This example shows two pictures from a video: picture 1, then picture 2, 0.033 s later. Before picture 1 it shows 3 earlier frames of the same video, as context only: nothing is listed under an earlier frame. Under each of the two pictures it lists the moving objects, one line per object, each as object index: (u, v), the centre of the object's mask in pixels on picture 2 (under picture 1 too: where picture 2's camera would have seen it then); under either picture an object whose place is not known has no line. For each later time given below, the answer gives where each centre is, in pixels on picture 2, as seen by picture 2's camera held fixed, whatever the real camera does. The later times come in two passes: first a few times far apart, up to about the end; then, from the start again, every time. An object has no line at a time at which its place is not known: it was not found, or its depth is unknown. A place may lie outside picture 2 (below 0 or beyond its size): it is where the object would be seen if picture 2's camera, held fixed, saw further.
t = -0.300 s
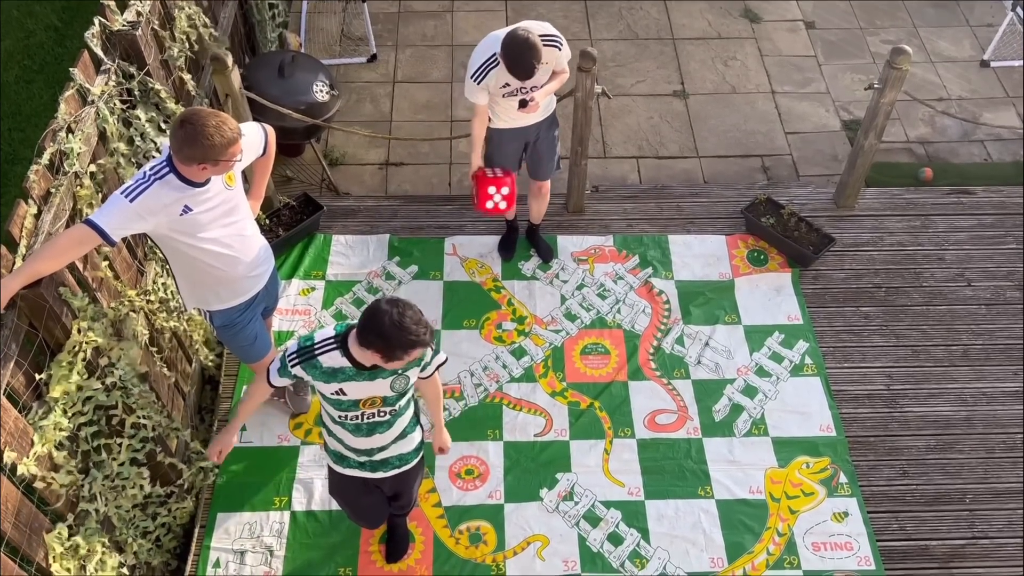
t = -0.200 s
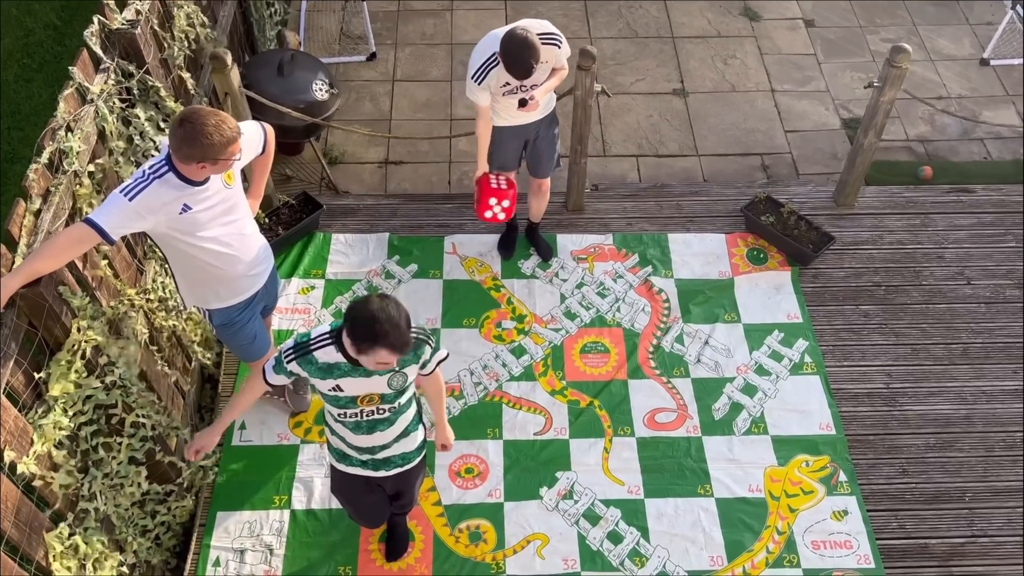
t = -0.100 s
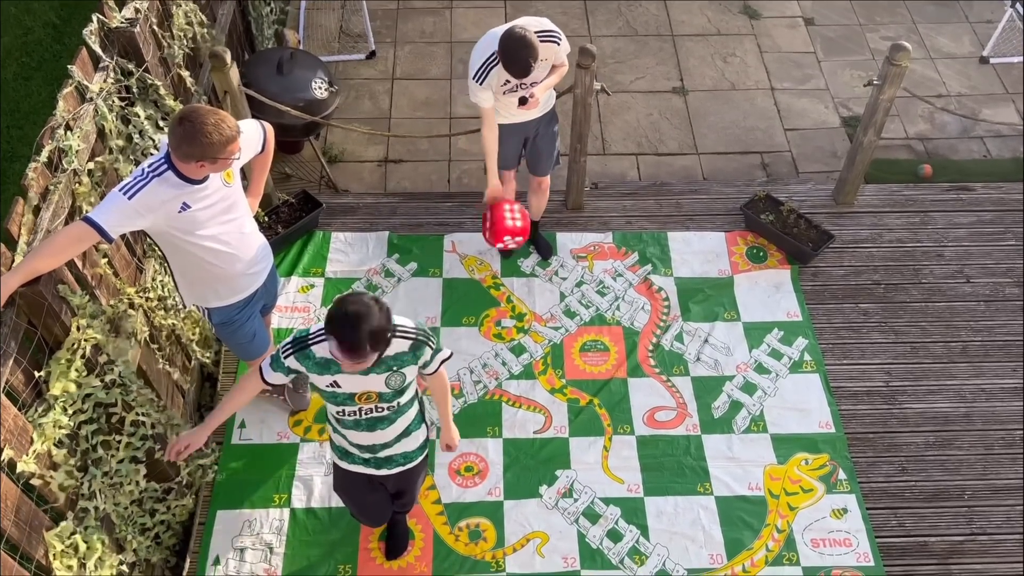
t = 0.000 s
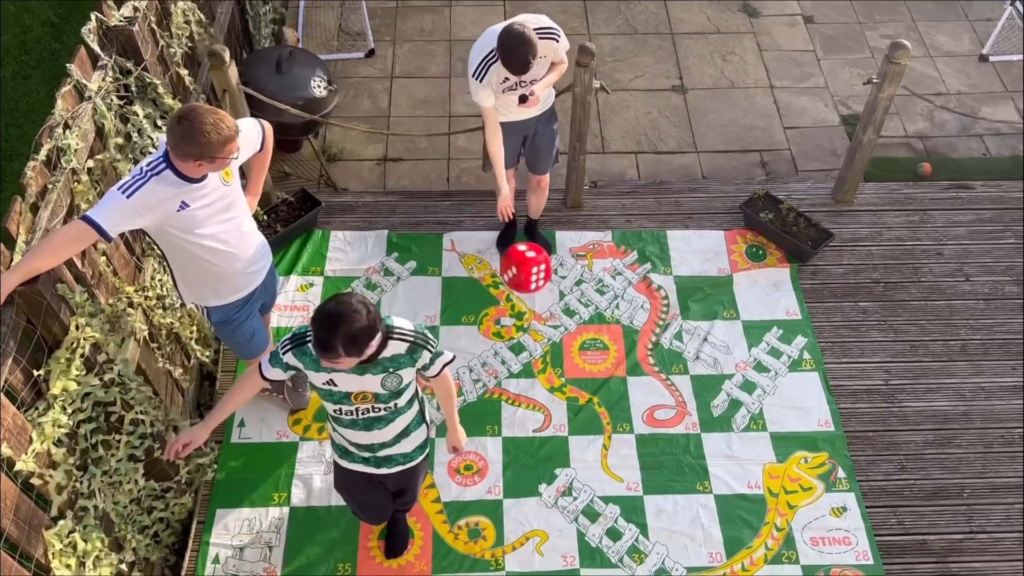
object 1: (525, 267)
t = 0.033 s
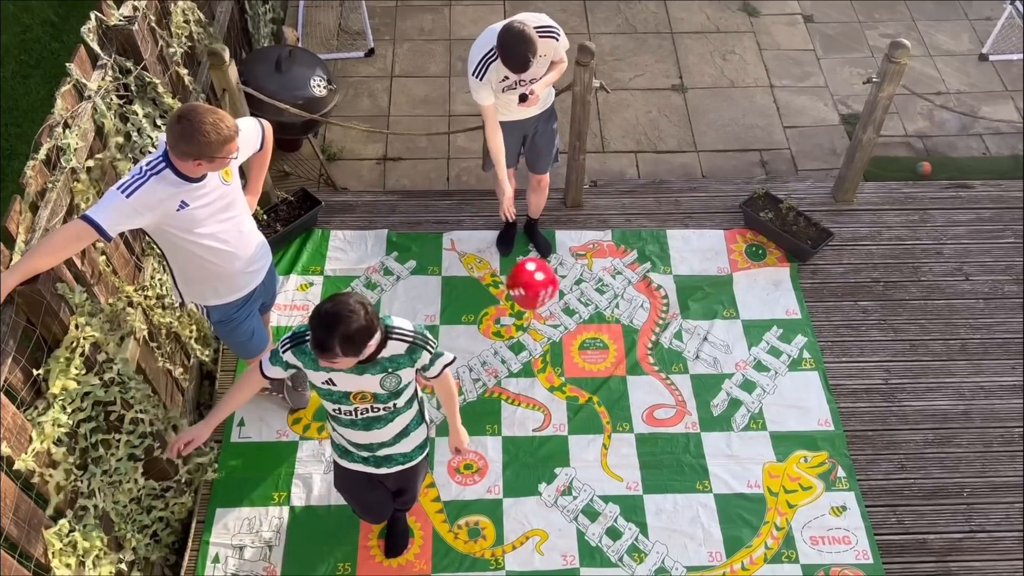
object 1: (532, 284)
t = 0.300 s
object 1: (605, 370)
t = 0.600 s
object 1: (713, 423)
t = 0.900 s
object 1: (780, 429)
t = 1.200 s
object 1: (833, 438)
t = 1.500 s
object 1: (863, 435)
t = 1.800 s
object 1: (879, 418)
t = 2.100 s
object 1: (876, 394)
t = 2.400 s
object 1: (870, 382)
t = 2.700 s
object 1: (855, 367)
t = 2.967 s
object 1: (853, 360)
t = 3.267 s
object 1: (864, 369)
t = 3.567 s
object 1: (864, 369)
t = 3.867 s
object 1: (863, 369)
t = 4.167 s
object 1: (864, 369)
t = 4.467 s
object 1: (864, 369)
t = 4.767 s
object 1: (864, 369)
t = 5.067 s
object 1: (864, 369)
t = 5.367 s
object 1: (864, 369)
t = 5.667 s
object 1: (864, 369)
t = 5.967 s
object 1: (864, 369)
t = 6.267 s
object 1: (864, 369)
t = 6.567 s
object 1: (863, 369)
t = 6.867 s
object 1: (863, 369)
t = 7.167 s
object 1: (863, 369)
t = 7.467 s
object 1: (862, 369)
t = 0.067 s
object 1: (538, 300)
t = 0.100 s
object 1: (545, 318)
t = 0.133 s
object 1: (551, 336)
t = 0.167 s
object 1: (557, 354)
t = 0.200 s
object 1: (569, 356)
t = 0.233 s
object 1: (582, 361)
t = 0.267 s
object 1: (592, 365)
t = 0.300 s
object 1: (605, 370)
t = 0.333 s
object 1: (617, 376)
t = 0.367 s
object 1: (628, 384)
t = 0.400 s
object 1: (642, 390)
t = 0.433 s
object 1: (653, 398)
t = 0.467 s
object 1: (664, 402)
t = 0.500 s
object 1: (679, 406)
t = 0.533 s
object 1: (690, 411)
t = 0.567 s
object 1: (701, 417)
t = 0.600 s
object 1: (713, 423)
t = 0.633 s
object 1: (723, 420)
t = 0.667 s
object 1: (732, 418)
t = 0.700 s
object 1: (740, 417)
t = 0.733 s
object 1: (748, 417)
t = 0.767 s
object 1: (756, 418)
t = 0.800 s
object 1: (764, 419)
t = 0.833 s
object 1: (770, 422)
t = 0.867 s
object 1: (775, 425)
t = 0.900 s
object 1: (780, 429)
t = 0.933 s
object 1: (788, 430)
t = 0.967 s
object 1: (794, 430)
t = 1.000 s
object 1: (801, 431)
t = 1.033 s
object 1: (807, 433)
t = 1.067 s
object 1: (813, 435)
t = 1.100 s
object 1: (819, 436)
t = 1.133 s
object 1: (824, 436)
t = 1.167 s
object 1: (829, 437)
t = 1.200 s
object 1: (833, 438)
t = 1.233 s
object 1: (837, 441)
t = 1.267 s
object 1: (841, 441)
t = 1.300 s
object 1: (845, 441)
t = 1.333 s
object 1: (849, 441)
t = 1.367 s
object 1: (853, 439)
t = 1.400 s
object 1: (856, 439)
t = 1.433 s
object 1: (859, 438)
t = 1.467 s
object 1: (861, 437)
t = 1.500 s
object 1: (863, 435)
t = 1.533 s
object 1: (865, 433)
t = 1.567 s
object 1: (867, 431)
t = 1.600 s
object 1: (869, 429)
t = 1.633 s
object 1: (871, 427)
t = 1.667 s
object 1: (873, 426)
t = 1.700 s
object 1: (875, 423)
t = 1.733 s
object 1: (877, 421)
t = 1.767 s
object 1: (877, 420)
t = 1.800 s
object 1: (879, 418)
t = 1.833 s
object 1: (880, 416)
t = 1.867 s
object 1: (881, 413)
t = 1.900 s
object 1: (881, 411)
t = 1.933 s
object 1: (881, 408)
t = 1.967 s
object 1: (880, 406)
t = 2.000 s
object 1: (880, 403)
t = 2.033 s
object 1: (879, 399)
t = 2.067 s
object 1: (878, 396)
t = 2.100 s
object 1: (876, 394)
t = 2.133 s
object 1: (875, 392)
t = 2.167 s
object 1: (874, 390)
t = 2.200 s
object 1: (874, 389)
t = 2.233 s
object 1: (873, 388)
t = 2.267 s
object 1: (872, 387)
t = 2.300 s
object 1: (872, 386)
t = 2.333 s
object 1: (871, 385)
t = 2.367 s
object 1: (871, 383)
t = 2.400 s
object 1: (870, 382)
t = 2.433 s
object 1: (869, 381)
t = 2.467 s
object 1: (869, 380)
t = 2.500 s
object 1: (867, 379)
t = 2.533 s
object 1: (866, 377)
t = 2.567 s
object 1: (864, 375)
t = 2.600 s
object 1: (861, 373)
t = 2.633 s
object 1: (860, 371)
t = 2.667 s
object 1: (857, 369)
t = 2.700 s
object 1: (855, 367)
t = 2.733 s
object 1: (853, 364)
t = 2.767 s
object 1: (852, 363)
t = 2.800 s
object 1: (851, 362)
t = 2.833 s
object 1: (851, 360)
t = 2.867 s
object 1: (851, 360)
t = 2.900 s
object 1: (851, 360)
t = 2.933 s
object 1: (852, 360)
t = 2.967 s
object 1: (853, 360)
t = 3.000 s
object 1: (855, 360)
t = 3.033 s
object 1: (856, 361)
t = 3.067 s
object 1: (858, 362)
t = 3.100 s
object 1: (859, 364)
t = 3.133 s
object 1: (861, 366)
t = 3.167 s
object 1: (862, 366)
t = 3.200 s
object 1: (863, 368)
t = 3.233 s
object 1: (863, 368)
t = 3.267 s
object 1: (864, 369)
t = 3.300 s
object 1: (864, 369)
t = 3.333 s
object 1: (864, 369)
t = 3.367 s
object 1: (864, 369)
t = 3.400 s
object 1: (864, 369)
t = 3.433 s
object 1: (864, 369)
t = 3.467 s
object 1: (864, 369)
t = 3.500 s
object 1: (863, 369)
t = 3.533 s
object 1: (863, 369)
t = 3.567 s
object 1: (864, 369)
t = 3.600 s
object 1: (864, 369)
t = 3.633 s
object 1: (864, 369)
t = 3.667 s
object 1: (863, 369)
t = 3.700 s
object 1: (864, 369)
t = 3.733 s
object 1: (864, 369)
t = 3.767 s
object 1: (864, 369)
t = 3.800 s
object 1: (863, 369)
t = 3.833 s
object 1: (863, 369)
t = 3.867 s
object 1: (863, 369)
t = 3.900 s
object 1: (863, 369)
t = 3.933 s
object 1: (864, 369)
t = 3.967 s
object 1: (864, 369)
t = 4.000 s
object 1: (864, 369)
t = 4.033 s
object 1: (864, 369)
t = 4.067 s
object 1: (864, 369)
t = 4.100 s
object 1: (864, 369)
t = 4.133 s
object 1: (864, 369)
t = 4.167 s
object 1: (864, 369)
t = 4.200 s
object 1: (864, 369)
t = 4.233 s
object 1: (864, 369)
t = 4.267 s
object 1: (864, 369)
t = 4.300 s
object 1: (864, 369)
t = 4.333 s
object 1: (864, 369)
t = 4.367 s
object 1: (864, 369)
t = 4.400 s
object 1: (864, 369)
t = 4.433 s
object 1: (864, 369)
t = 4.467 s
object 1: (864, 369)
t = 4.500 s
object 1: (864, 369)
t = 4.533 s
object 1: (864, 369)
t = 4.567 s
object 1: (864, 369)
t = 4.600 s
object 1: (864, 369)
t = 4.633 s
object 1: (864, 369)
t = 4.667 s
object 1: (864, 369)
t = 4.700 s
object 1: (864, 369)
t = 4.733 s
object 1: (864, 369)
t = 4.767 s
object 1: (864, 369)
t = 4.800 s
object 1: (864, 369)
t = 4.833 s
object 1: (864, 369)
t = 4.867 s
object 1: (864, 369)
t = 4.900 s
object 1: (864, 369)
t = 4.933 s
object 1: (864, 369)
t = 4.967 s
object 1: (864, 369)
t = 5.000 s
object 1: (864, 369)
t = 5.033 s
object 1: (864, 369)
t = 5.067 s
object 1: (864, 369)
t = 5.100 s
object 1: (864, 369)
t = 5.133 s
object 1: (864, 369)
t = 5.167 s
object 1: (864, 369)
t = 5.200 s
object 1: (864, 369)
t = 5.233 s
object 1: (864, 369)
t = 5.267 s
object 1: (864, 369)
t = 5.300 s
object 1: (864, 369)
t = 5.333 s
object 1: (864, 369)
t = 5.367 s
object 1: (864, 369)
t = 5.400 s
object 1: (864, 369)
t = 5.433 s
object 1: (864, 369)
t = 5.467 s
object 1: (864, 369)
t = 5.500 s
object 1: (864, 369)
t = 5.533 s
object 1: (864, 369)
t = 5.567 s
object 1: (864, 369)
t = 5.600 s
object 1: (864, 369)
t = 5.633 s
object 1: (864, 369)
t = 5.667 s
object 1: (864, 369)
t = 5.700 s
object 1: (864, 369)
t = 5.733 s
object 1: (864, 369)
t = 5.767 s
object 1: (864, 369)
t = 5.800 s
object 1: (864, 369)
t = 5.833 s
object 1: (864, 369)
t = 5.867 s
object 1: (864, 369)
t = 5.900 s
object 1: (864, 369)
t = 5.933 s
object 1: (864, 369)
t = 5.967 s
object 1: (864, 369)
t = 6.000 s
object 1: (864, 369)
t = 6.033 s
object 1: (864, 369)
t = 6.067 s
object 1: (864, 369)
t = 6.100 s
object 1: (864, 369)
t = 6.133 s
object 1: (864, 369)
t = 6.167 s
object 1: (864, 369)
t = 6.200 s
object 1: (863, 369)
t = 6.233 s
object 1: (864, 369)
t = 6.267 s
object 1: (864, 369)
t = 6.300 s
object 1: (864, 369)
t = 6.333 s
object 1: (864, 369)
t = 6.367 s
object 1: (864, 369)
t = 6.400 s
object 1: (864, 369)
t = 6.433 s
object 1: (864, 369)
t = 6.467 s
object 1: (863, 369)
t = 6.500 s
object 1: (863, 369)
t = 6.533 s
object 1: (863, 369)
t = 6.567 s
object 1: (863, 369)
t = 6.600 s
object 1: (864, 369)
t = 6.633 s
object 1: (863, 369)
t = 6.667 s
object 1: (863, 369)
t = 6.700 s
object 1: (863, 369)
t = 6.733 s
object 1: (863, 369)
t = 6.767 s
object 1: (863, 369)
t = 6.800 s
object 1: (863, 369)
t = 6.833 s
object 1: (863, 369)
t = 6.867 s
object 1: (863, 369)
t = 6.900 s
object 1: (863, 369)
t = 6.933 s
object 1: (863, 369)
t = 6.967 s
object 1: (863, 369)
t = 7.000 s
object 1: (863, 369)
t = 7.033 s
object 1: (863, 369)
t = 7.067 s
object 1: (863, 369)
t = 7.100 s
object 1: (863, 369)
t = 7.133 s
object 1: (863, 369)
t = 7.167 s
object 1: (863, 369)
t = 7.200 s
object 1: (863, 369)
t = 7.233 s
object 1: (863, 369)
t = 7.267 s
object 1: (862, 369)
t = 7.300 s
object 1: (862, 369)
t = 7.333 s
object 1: (862, 369)
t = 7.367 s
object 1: (862, 369)
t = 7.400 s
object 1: (862, 369)
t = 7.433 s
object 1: (862, 369)
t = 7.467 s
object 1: (862, 369)
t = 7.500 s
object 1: (862, 369)
